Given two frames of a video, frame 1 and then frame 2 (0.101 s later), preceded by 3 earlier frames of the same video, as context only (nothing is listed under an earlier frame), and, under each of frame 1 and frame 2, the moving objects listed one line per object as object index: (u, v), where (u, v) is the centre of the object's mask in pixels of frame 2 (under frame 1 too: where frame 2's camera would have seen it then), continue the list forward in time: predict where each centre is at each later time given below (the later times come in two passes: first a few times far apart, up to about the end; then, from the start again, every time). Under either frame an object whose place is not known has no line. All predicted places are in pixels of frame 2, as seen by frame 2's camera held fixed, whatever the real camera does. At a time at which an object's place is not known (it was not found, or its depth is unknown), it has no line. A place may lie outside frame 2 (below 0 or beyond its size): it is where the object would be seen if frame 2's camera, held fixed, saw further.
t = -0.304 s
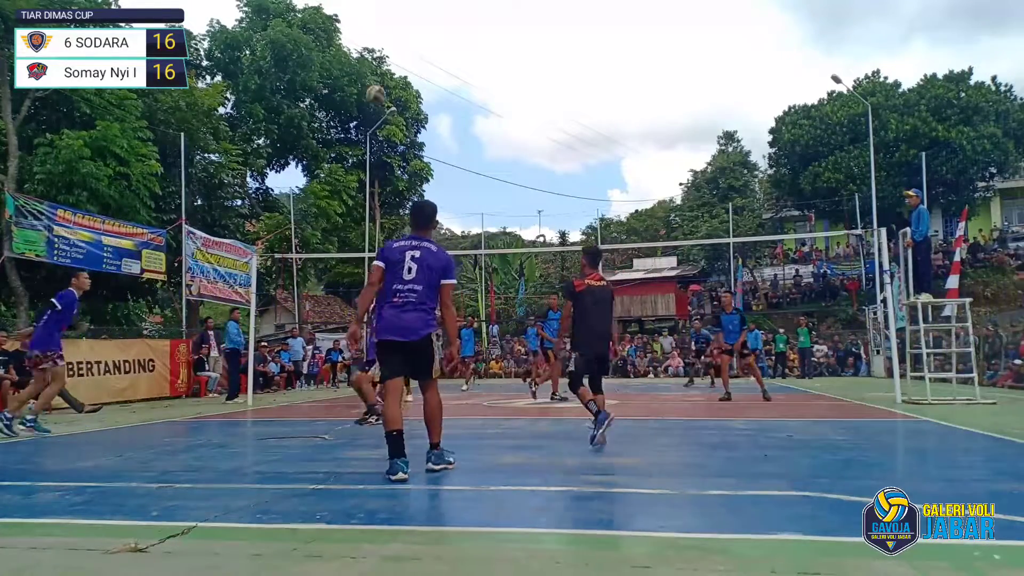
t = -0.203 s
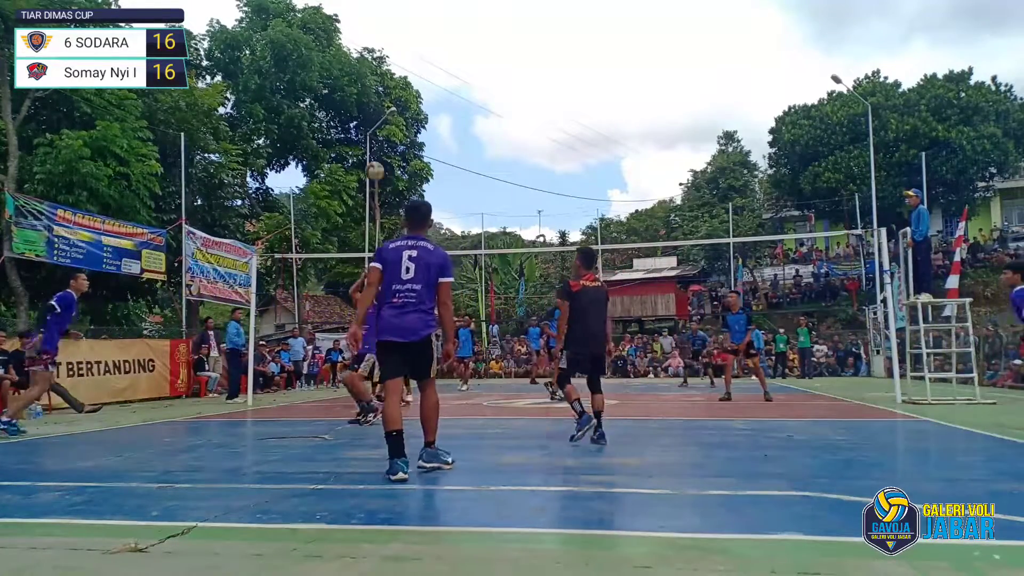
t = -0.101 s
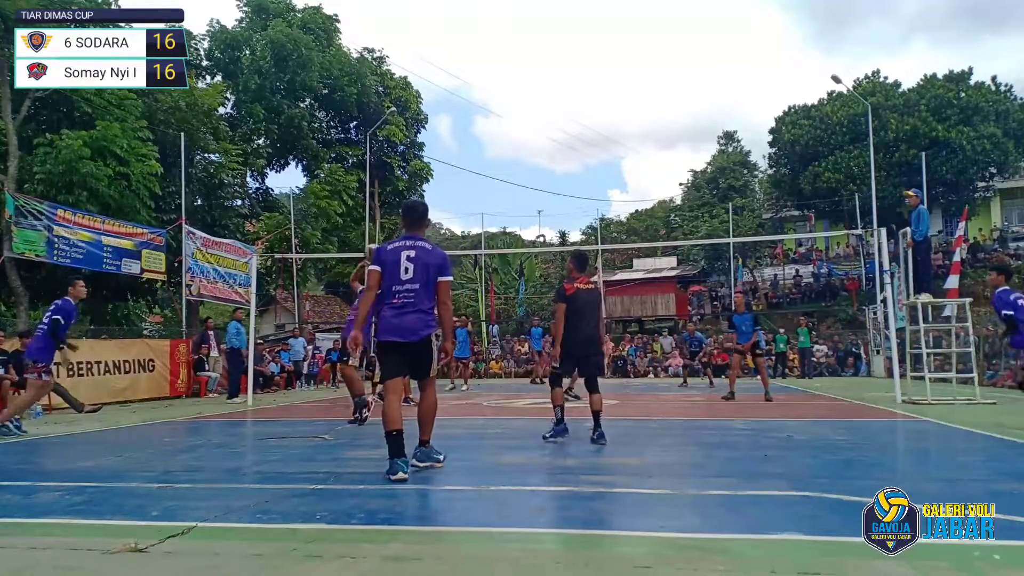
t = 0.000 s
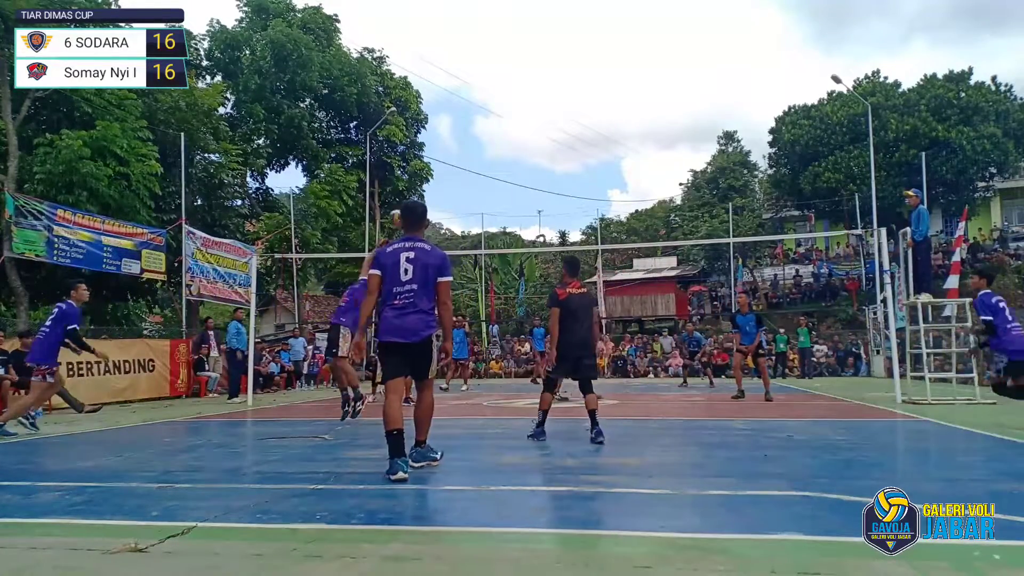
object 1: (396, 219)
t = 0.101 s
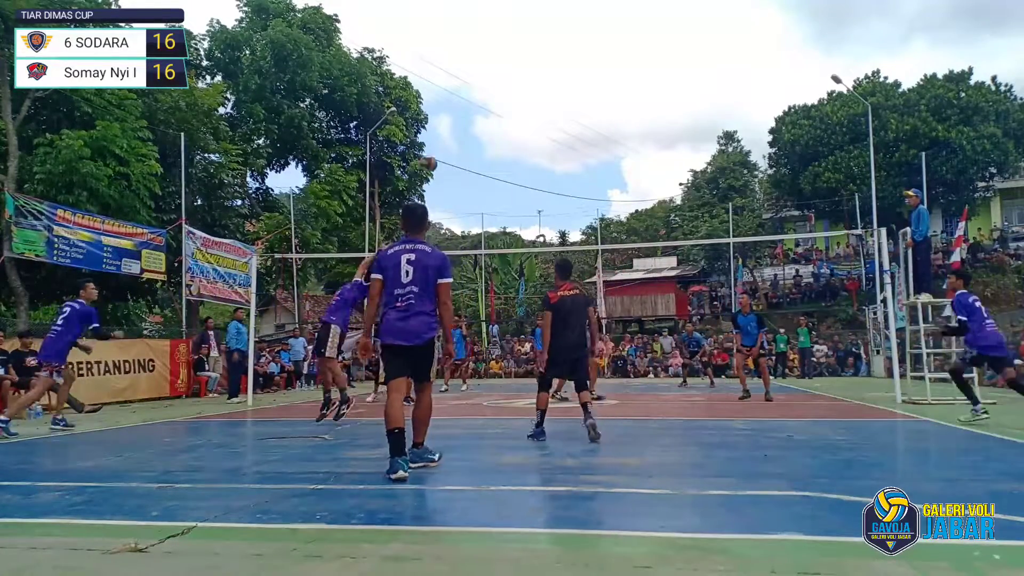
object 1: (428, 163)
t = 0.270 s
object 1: (476, 94)
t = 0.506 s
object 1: (538, 40)
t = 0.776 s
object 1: (603, 33)
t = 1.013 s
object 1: (656, 69)
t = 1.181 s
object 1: (691, 118)
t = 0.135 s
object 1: (438, 148)
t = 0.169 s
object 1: (448, 132)
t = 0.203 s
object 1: (458, 119)
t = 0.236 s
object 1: (467, 106)
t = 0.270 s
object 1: (476, 94)
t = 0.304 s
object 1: (486, 83)
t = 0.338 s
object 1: (495, 73)
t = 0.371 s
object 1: (504, 65)
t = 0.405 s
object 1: (513, 57)
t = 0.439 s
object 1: (521, 50)
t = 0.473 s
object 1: (530, 45)
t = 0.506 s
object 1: (538, 40)
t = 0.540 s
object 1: (547, 36)
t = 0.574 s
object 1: (555, 33)
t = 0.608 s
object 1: (563, 31)
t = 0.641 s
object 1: (572, 30)
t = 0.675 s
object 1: (580, 29)
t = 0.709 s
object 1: (588, 29)
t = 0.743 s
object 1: (596, 30)
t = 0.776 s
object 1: (603, 33)
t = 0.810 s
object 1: (611, 35)
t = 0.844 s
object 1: (619, 39)
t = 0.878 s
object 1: (626, 44)
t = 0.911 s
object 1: (634, 49)
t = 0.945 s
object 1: (641, 55)
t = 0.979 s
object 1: (649, 62)
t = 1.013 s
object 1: (656, 69)
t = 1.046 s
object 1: (663, 77)
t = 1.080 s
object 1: (670, 86)
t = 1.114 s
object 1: (677, 96)
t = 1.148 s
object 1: (684, 107)
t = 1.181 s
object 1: (691, 118)
